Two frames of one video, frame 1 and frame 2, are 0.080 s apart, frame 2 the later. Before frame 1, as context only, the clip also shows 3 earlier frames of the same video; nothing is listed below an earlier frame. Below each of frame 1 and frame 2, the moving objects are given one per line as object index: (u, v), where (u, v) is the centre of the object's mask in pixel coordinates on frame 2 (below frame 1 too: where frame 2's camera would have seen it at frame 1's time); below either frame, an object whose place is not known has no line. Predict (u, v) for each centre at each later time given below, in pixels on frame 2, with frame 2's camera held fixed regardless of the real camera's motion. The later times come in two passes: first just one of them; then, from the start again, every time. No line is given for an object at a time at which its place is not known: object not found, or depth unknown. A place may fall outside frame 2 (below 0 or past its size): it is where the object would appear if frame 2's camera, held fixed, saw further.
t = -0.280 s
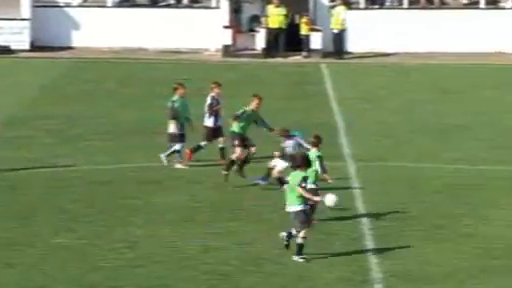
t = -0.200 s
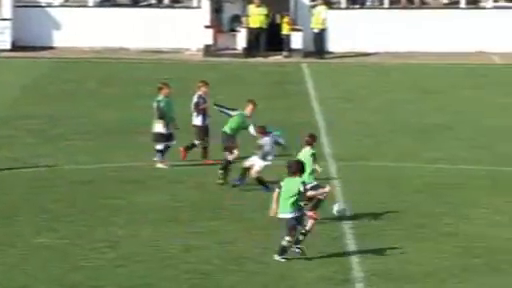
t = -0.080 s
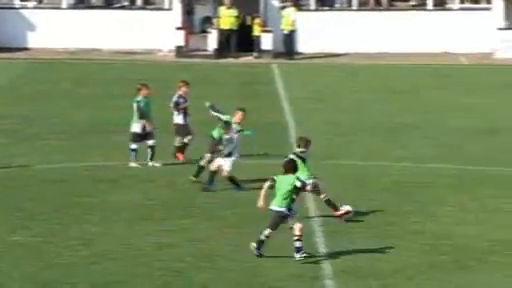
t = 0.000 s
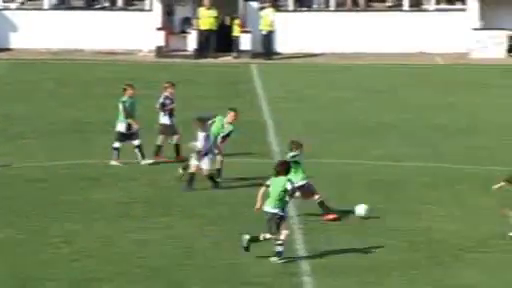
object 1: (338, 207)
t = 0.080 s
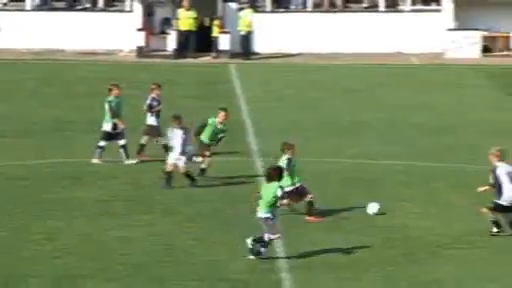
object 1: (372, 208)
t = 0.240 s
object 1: (425, 205)
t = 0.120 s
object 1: (386, 205)
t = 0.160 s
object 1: (399, 205)
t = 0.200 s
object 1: (412, 205)
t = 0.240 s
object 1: (425, 205)
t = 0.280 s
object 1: (438, 207)
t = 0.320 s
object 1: (450, 208)
